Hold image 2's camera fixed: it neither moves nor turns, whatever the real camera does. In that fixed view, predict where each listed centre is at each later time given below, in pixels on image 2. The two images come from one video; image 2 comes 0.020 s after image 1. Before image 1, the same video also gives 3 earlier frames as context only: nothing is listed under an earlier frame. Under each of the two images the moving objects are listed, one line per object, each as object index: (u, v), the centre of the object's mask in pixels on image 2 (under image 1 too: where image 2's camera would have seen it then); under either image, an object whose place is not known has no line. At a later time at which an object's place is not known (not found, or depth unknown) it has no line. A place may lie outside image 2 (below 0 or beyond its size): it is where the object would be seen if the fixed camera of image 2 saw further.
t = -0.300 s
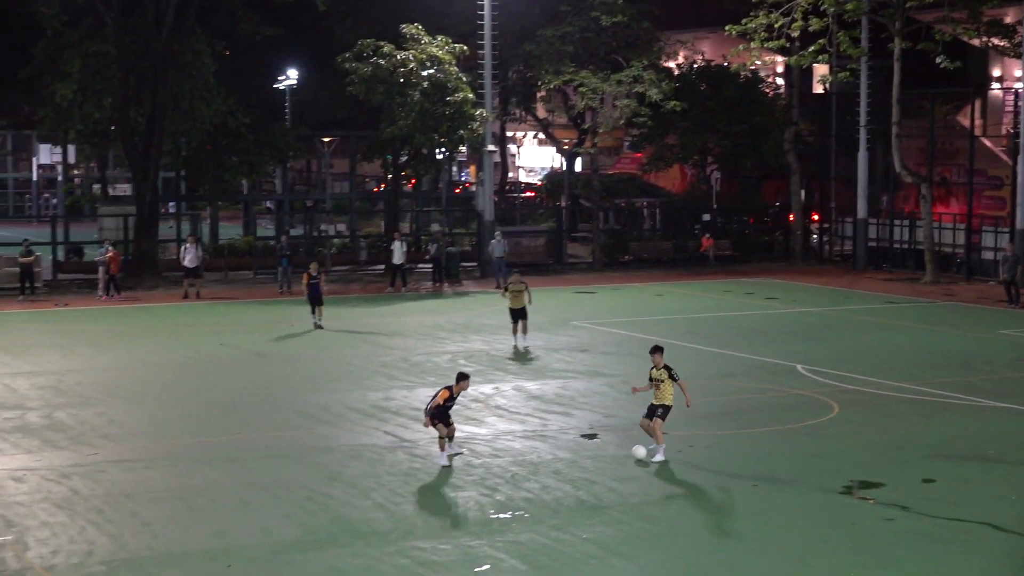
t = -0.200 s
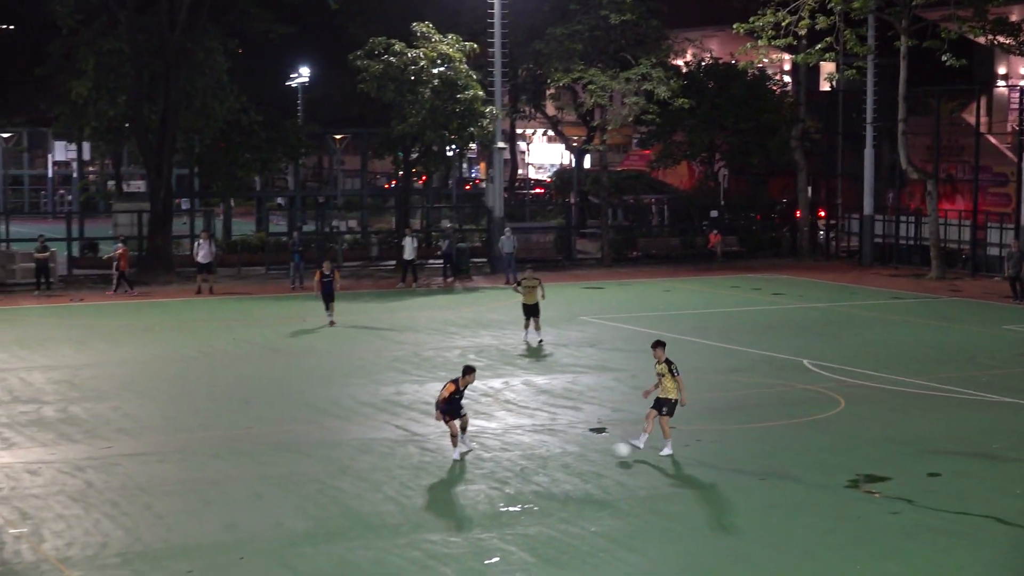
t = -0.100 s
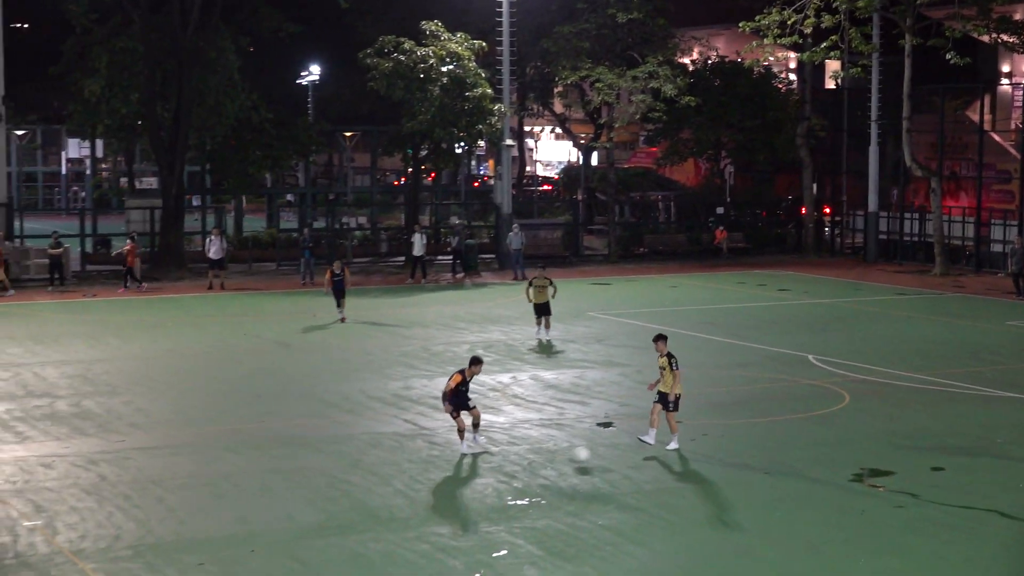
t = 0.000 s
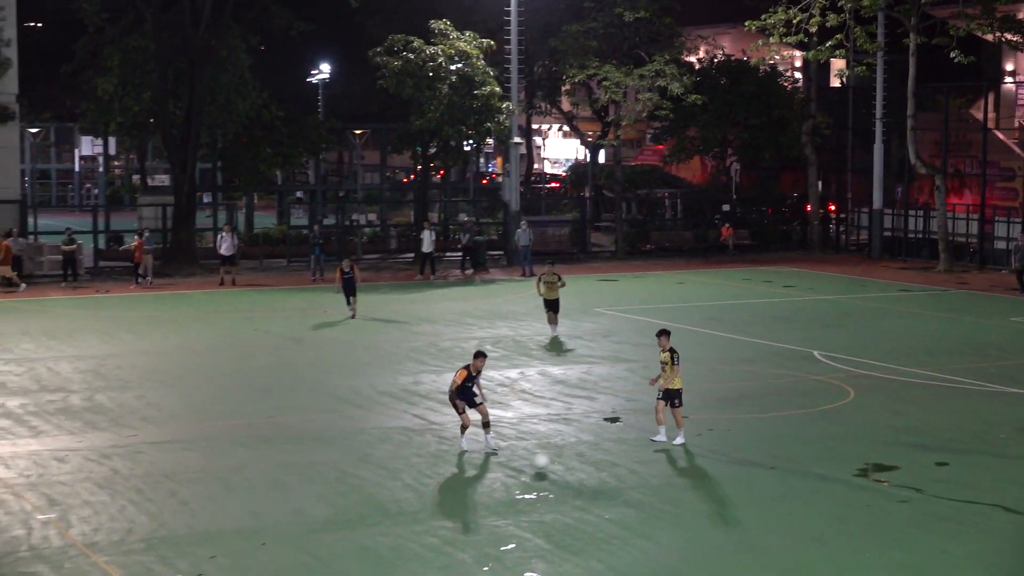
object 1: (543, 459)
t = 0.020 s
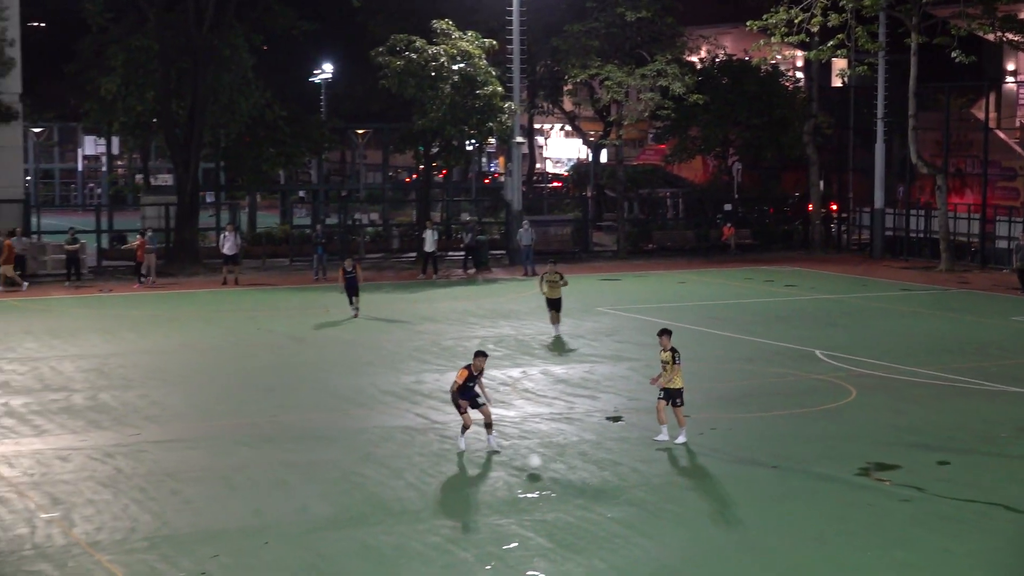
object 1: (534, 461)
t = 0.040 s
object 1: (525, 463)
